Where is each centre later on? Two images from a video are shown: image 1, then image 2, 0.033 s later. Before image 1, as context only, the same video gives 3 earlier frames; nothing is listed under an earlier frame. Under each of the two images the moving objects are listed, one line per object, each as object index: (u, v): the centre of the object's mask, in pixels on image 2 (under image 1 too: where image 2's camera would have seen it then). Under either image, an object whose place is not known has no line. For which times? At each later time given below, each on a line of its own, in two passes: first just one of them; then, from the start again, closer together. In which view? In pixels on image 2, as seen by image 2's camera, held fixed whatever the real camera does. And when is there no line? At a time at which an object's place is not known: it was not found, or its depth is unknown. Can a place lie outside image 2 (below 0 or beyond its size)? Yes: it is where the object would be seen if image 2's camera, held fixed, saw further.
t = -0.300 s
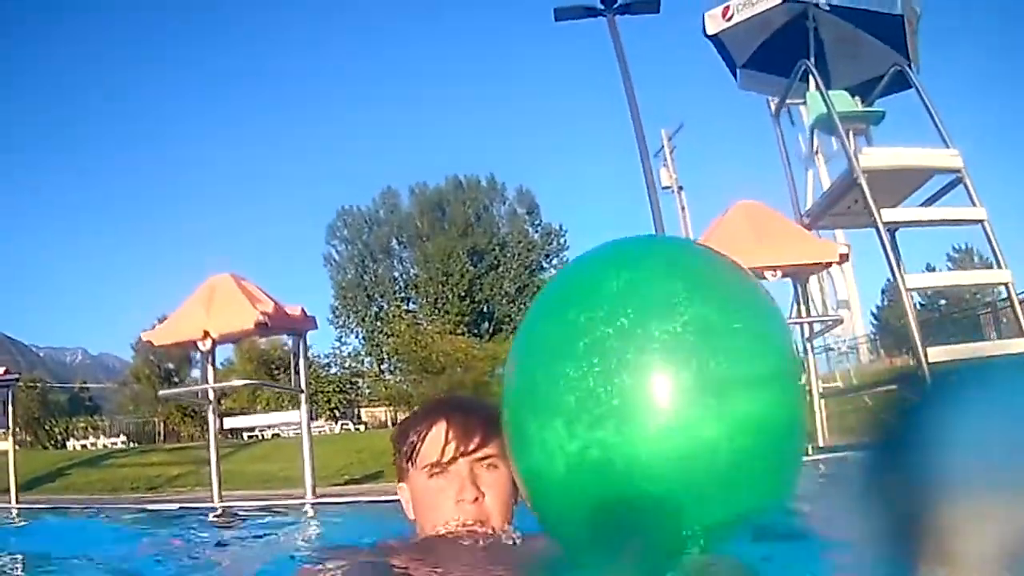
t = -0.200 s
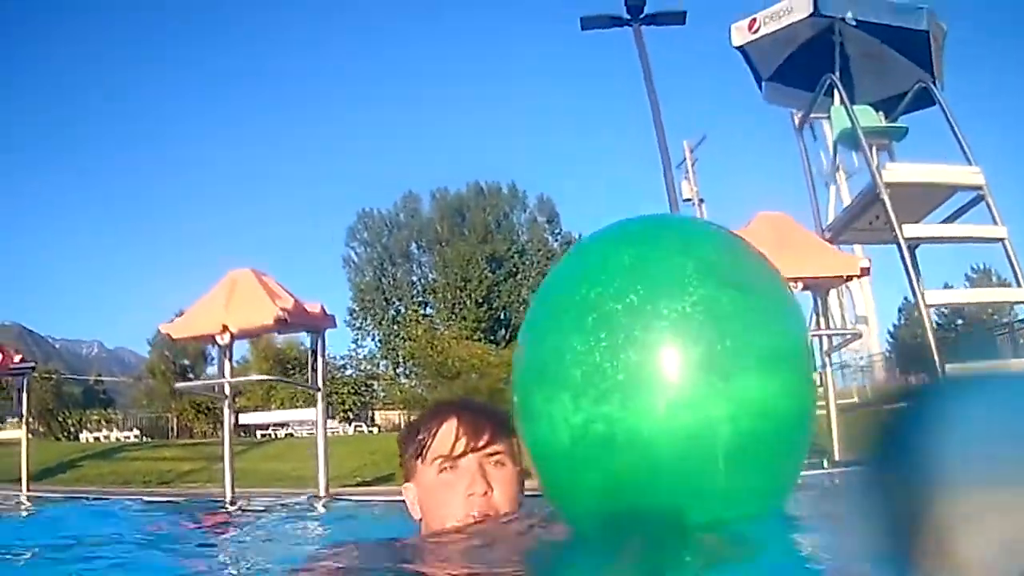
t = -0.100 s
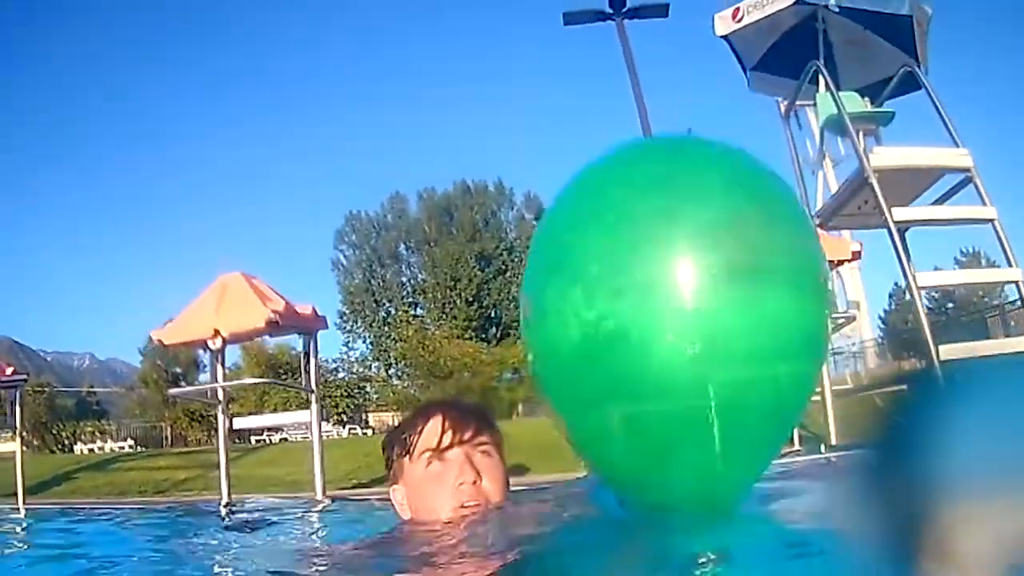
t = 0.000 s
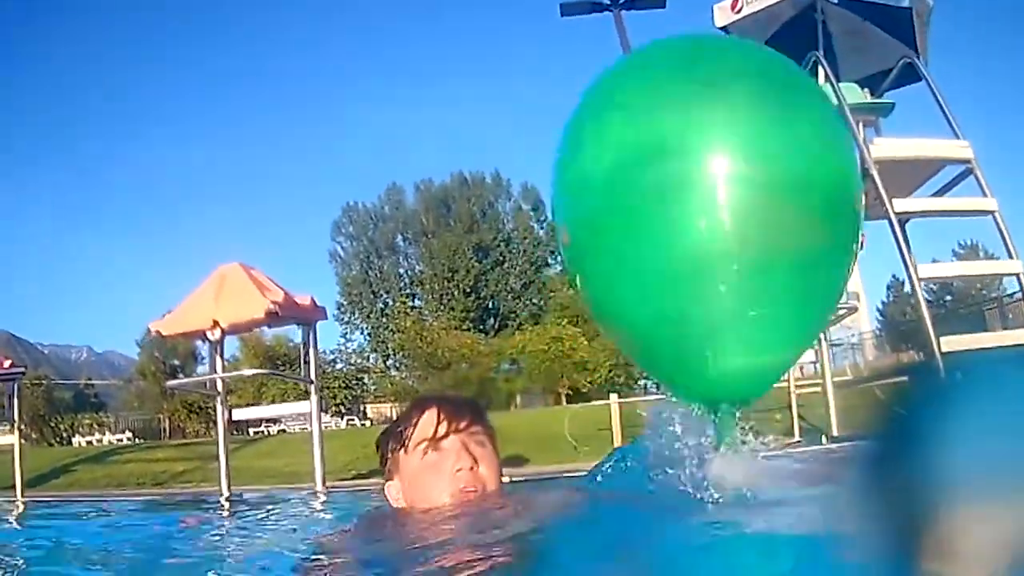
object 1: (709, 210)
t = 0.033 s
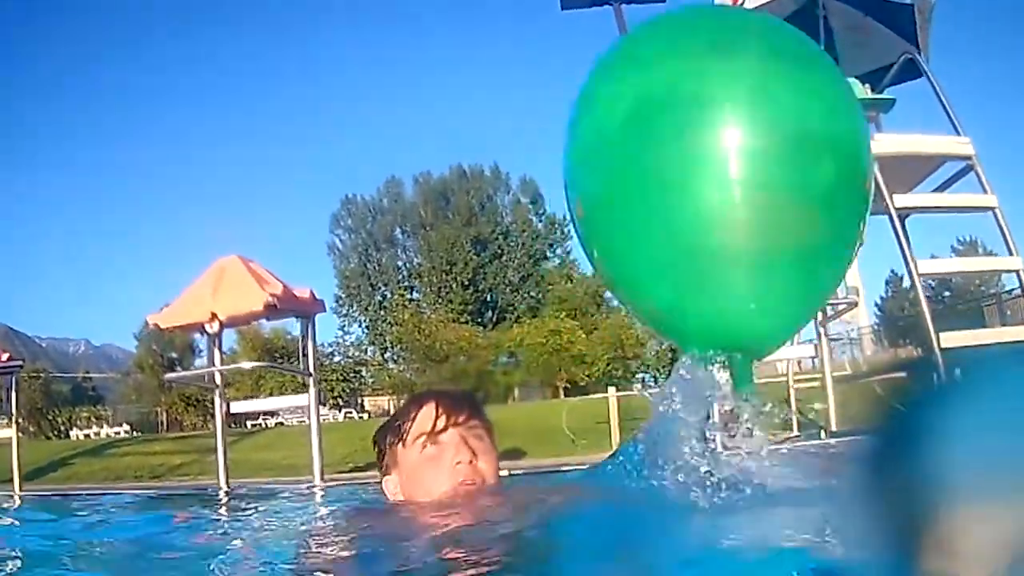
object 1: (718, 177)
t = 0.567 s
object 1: (754, 105)
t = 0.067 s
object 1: (727, 154)
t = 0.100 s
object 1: (736, 136)
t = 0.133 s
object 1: (746, 120)
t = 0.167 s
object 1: (754, 105)
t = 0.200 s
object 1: (762, 94)
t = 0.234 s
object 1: (765, 85)
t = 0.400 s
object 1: (756, 71)
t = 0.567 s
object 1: (754, 105)
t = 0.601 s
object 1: (757, 118)
